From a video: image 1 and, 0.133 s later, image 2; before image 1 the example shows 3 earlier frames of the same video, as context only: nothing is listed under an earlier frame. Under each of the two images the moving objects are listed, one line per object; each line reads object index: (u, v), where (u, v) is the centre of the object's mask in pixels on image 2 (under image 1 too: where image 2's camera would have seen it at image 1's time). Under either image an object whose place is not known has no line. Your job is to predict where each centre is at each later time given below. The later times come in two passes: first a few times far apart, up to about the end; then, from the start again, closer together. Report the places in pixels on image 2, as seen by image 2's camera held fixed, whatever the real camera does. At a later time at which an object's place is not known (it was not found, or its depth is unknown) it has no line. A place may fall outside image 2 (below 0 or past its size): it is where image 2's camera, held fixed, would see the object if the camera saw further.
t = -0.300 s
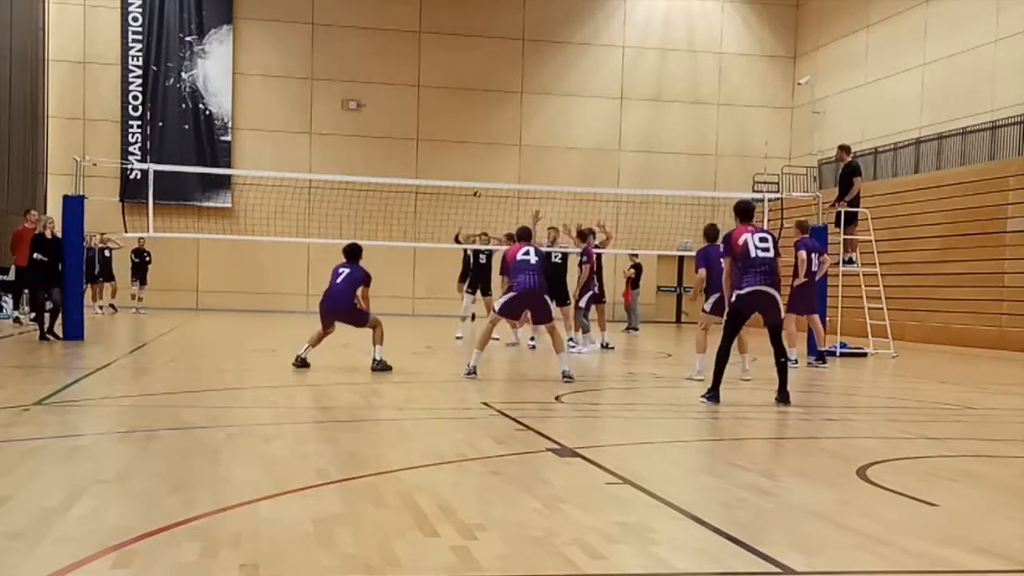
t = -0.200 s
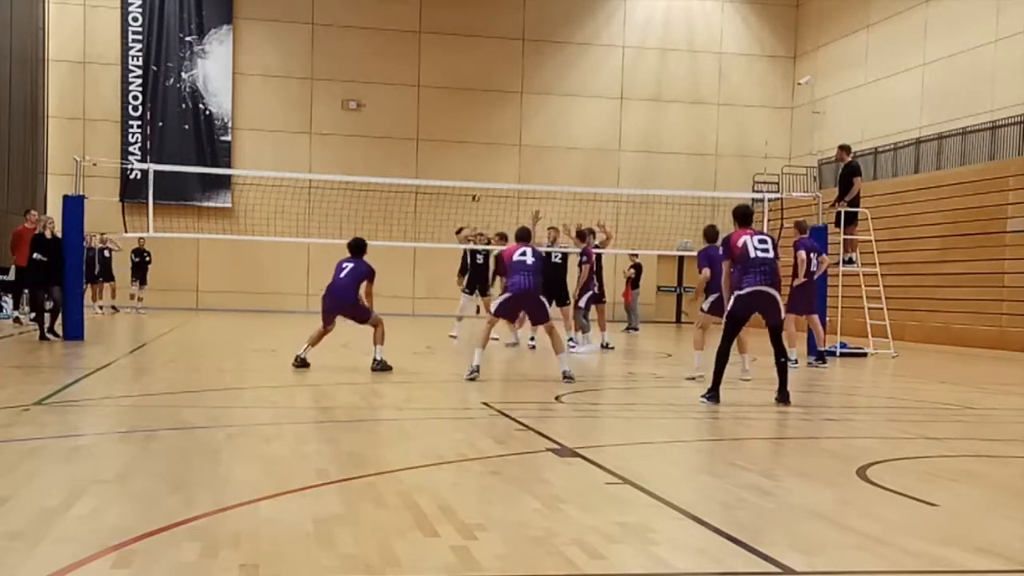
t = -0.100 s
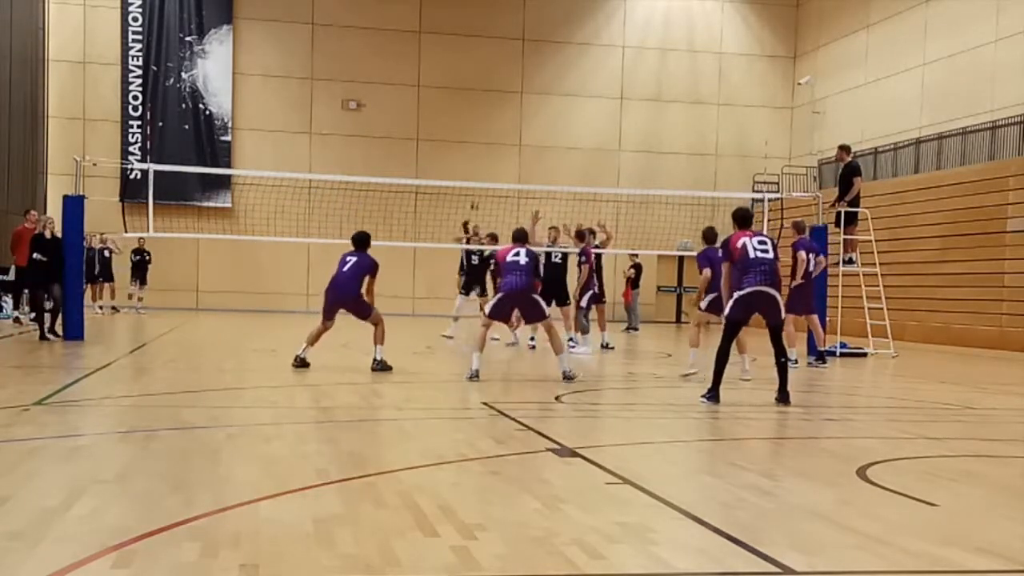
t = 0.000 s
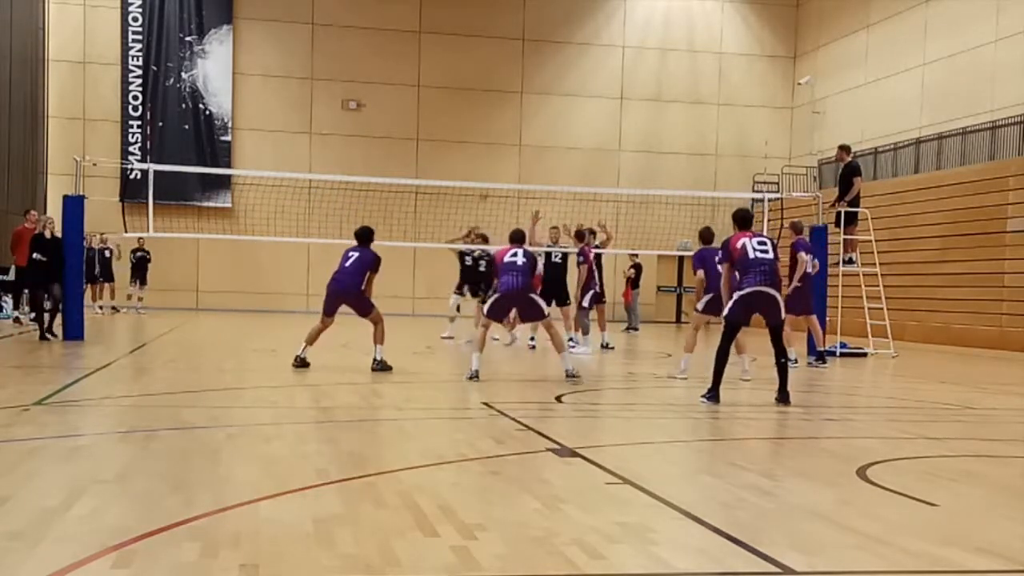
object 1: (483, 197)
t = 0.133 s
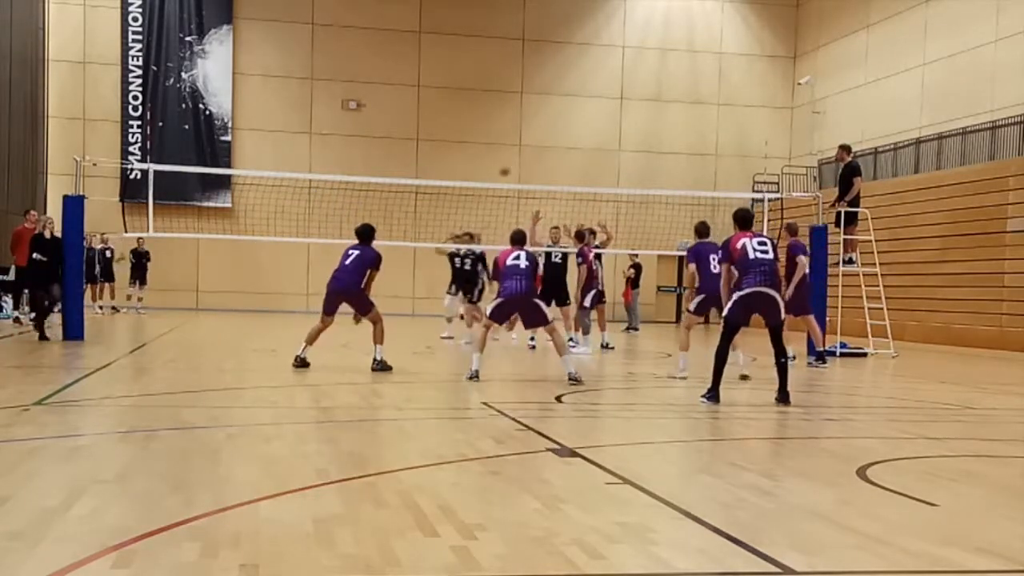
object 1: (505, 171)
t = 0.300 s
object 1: (532, 152)
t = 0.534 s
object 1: (582, 147)
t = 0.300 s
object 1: (532, 152)
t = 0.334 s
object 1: (539, 150)
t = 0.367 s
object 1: (545, 147)
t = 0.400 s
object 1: (552, 146)
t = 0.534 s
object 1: (582, 147)
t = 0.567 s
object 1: (591, 150)
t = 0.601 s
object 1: (598, 153)
